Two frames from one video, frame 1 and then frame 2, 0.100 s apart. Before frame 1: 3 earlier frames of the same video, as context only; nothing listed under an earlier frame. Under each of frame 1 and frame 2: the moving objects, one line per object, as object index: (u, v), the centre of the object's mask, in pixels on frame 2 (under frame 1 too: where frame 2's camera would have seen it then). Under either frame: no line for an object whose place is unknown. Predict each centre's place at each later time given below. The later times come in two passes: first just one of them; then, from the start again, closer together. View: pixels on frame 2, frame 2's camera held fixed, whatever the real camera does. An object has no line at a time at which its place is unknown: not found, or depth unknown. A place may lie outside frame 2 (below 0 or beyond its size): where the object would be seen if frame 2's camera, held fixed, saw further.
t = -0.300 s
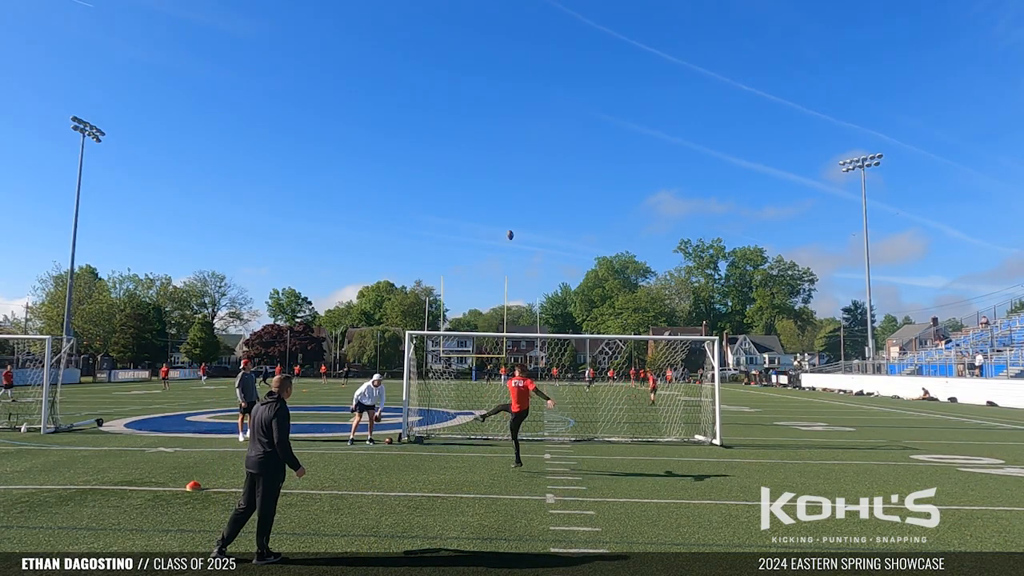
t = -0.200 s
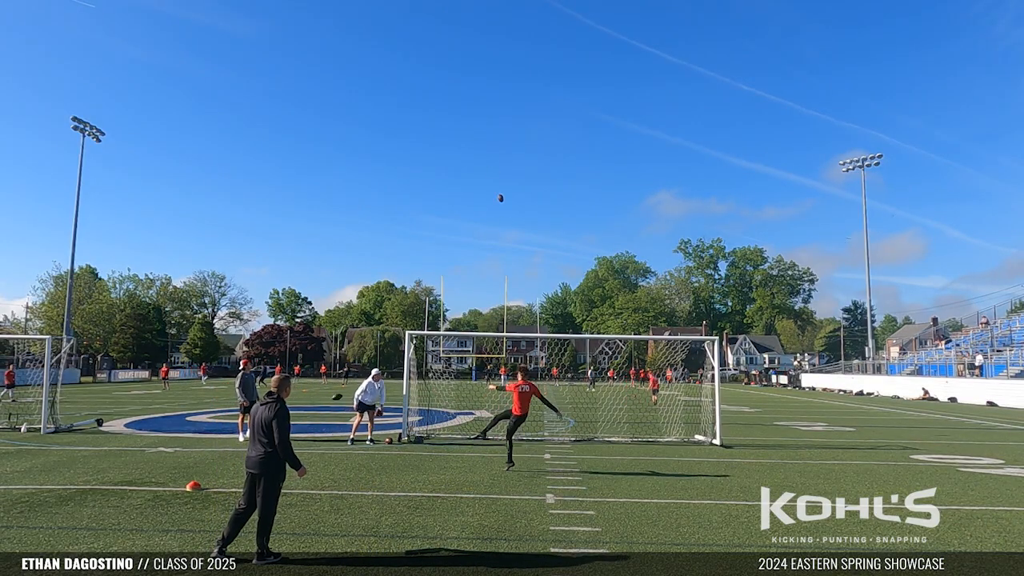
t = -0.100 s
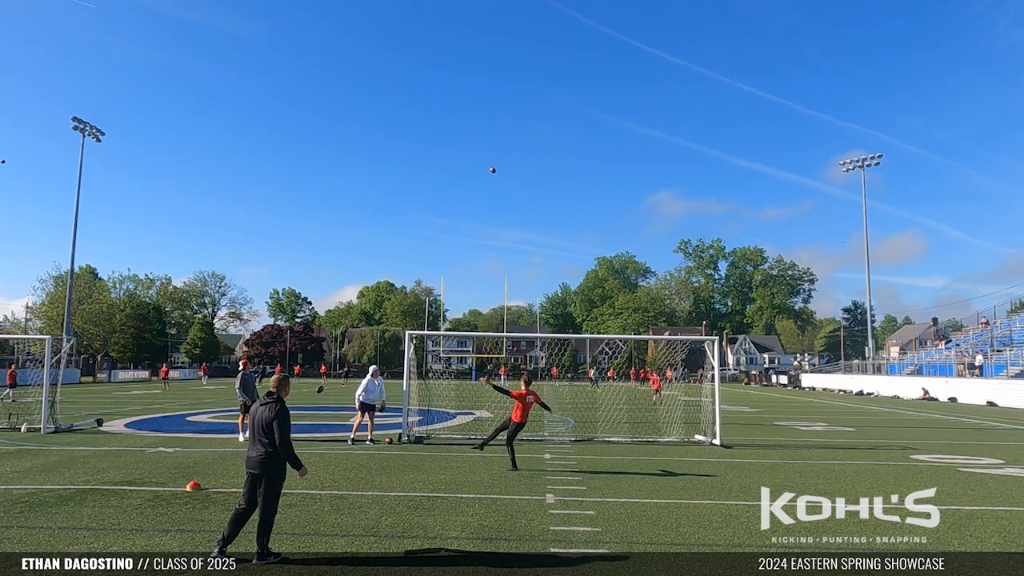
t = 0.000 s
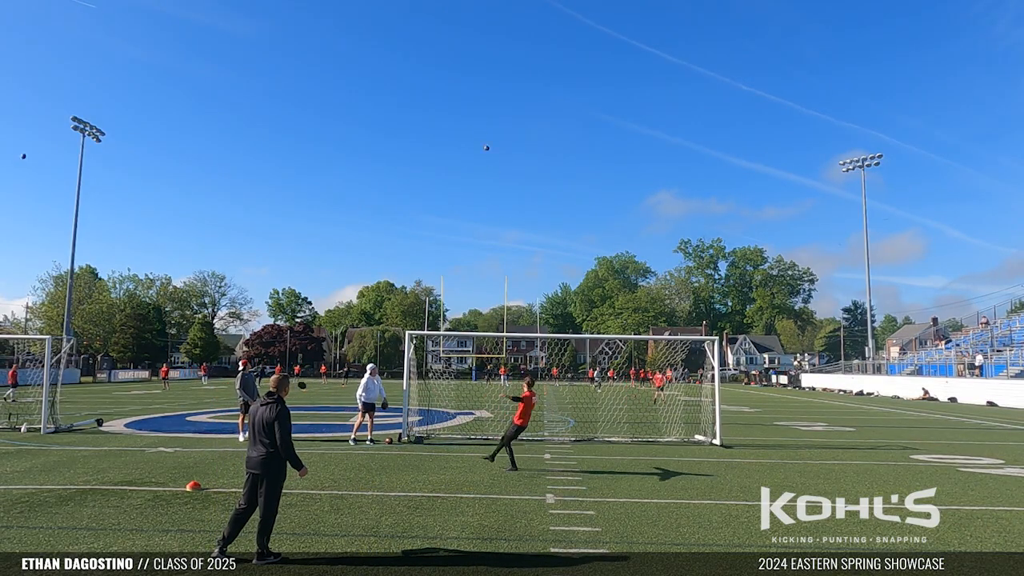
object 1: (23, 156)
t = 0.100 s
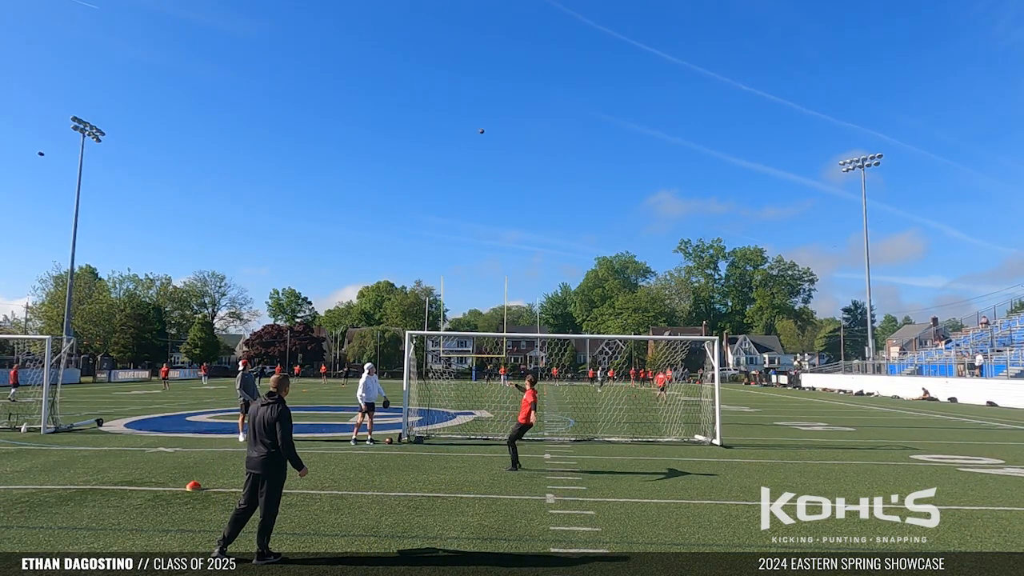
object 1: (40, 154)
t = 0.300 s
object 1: (68, 155)
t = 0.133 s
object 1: (45, 153)
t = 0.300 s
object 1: (68, 155)
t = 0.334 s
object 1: (72, 156)
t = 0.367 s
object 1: (76, 157)
